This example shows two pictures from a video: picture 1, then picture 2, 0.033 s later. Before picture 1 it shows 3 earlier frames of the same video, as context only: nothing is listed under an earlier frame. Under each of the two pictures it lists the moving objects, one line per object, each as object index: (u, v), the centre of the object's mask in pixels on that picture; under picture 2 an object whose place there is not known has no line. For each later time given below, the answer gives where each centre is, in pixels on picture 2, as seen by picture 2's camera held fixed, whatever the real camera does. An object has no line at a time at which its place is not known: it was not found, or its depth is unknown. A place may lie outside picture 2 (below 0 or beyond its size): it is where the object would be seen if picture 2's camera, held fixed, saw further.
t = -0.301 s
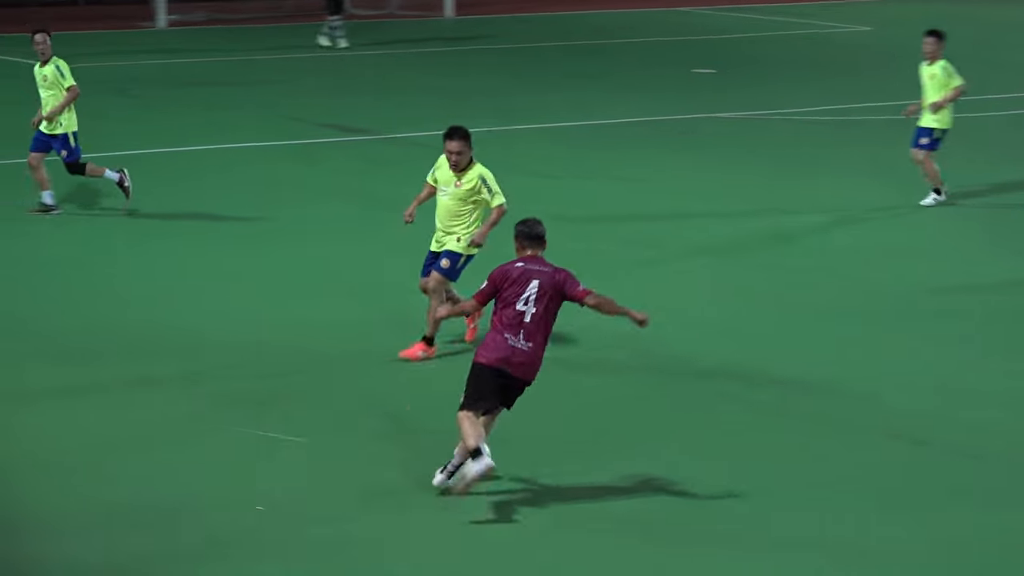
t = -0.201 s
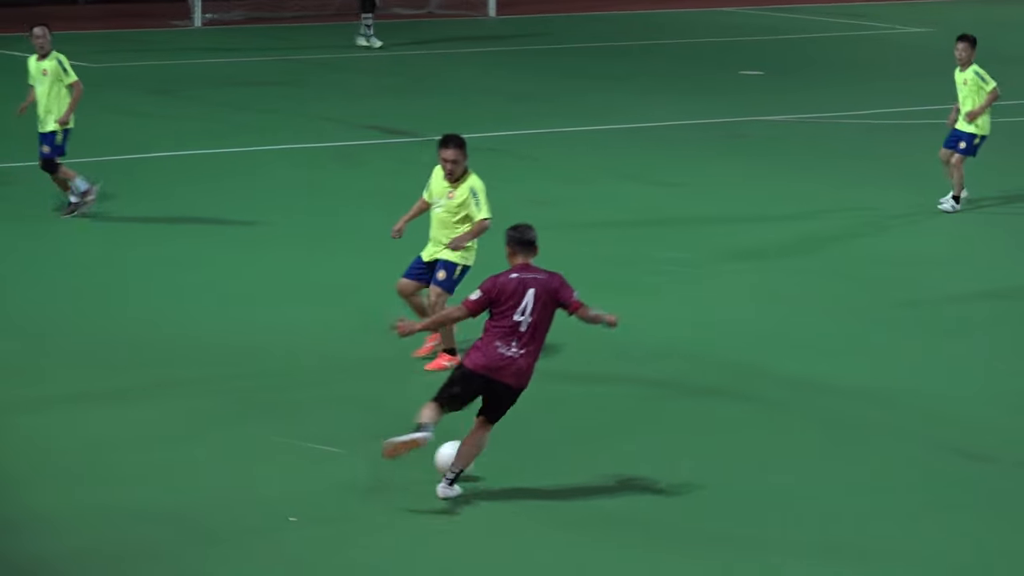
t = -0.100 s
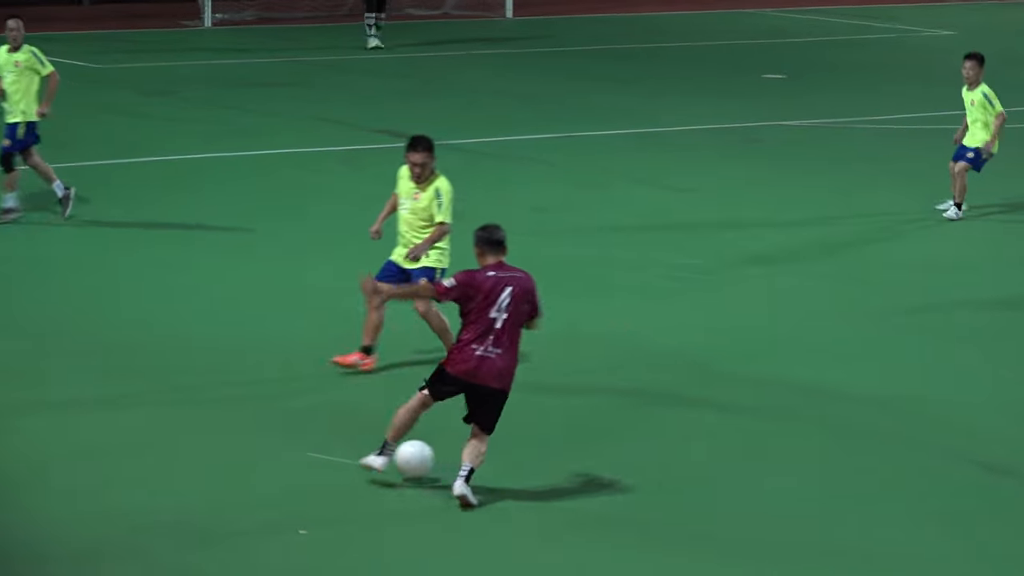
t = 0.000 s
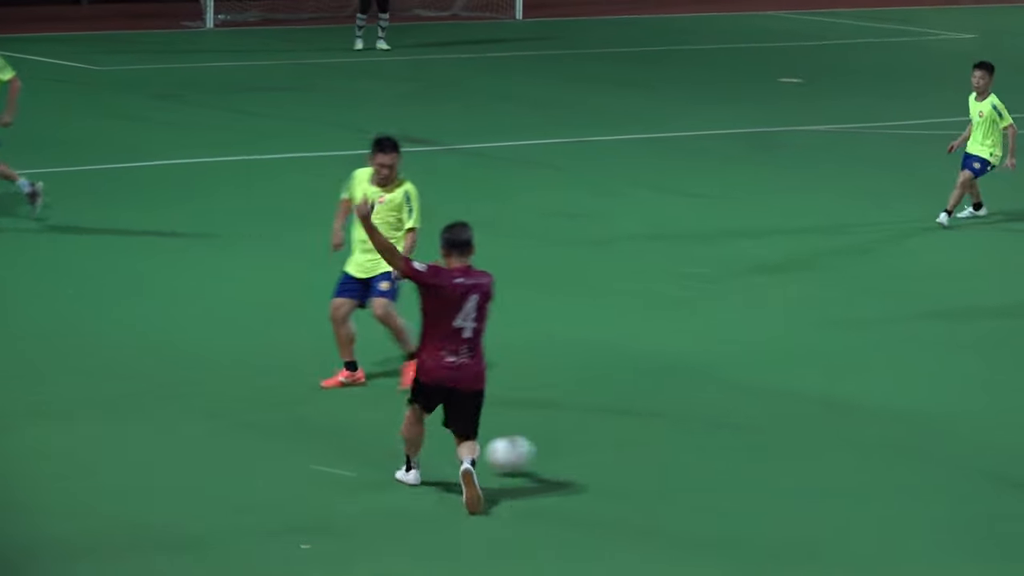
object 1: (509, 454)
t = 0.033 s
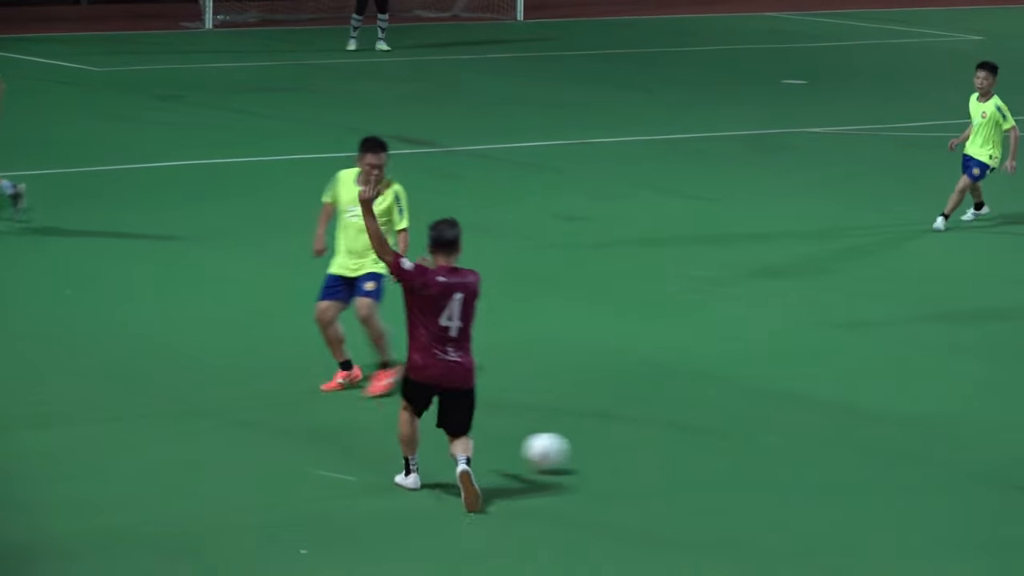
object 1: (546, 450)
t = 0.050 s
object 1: (565, 447)
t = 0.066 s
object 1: (583, 444)
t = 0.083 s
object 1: (600, 441)
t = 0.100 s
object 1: (618, 439)
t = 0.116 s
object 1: (634, 435)
